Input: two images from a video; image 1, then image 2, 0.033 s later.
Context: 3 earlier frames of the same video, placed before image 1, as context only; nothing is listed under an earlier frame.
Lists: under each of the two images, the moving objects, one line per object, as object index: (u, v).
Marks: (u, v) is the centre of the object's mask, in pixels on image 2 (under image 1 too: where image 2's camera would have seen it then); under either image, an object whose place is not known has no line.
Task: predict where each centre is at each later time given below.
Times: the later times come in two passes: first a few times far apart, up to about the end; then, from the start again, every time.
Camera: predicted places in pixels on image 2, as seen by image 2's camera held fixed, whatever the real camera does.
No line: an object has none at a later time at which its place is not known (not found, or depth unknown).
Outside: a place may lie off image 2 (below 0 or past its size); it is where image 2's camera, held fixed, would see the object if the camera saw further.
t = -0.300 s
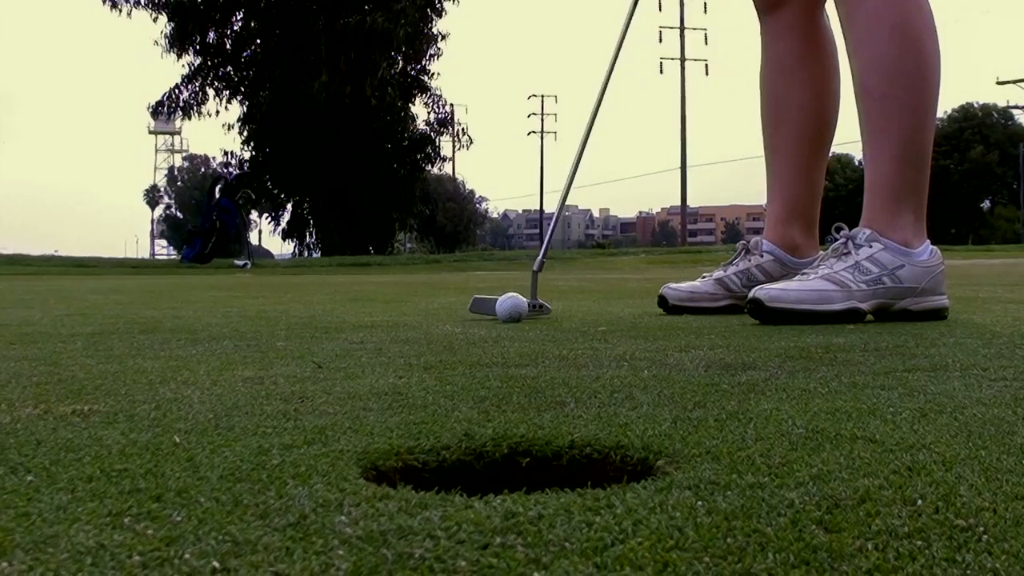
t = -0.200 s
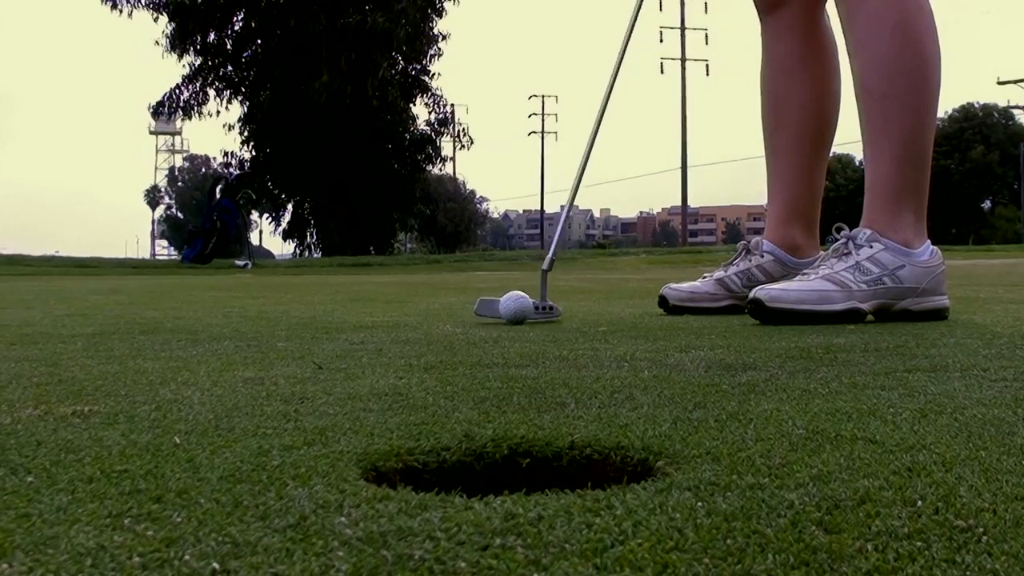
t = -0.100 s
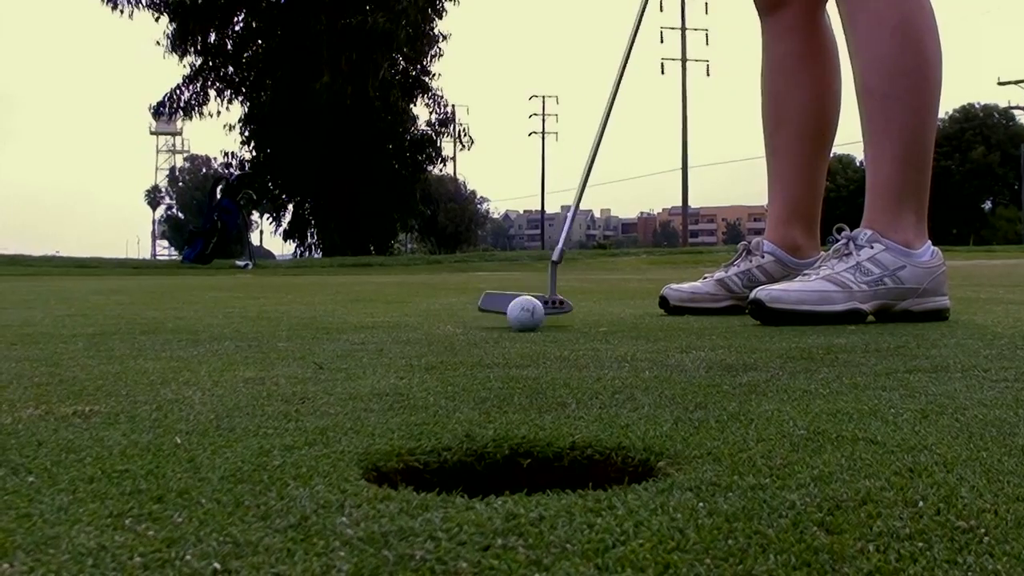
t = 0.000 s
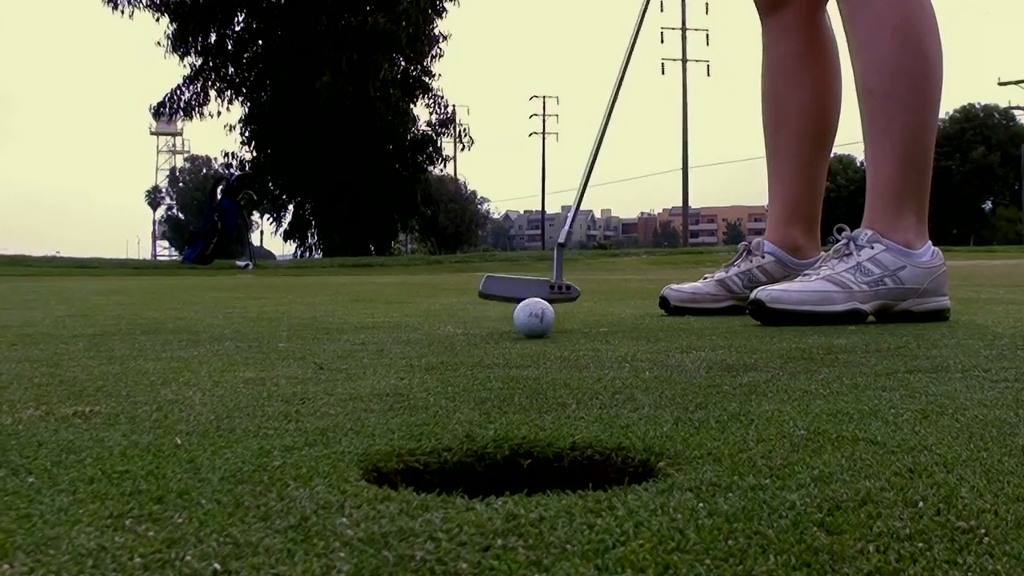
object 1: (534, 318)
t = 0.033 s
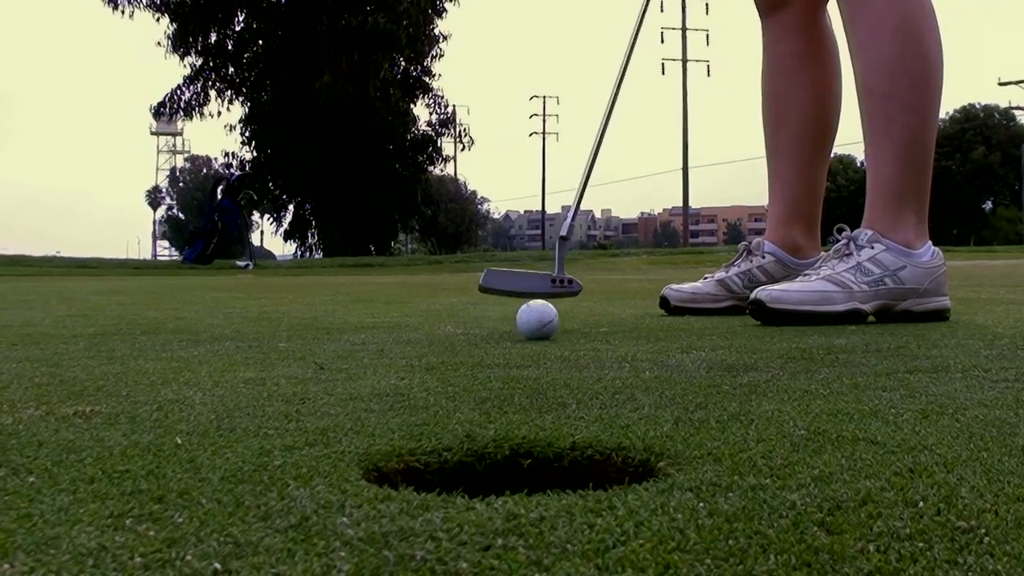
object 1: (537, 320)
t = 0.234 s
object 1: (548, 330)
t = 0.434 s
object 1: (553, 346)
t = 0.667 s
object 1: (535, 373)
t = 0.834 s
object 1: (498, 474)
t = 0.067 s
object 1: (540, 319)
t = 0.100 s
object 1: (542, 323)
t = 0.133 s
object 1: (543, 322)
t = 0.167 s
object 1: (545, 326)
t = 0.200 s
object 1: (547, 327)
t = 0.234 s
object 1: (548, 330)
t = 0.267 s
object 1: (549, 332)
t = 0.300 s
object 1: (550, 336)
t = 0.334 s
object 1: (551, 339)
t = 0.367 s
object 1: (551, 340)
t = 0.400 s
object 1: (552, 343)
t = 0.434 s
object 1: (553, 346)
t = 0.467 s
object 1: (553, 349)
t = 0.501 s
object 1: (552, 352)
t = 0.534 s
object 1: (551, 358)
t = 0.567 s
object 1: (548, 362)
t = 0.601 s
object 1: (545, 364)
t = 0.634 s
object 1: (540, 371)
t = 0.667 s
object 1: (535, 373)
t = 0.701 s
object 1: (529, 379)
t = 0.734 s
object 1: (523, 386)
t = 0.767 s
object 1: (516, 394)
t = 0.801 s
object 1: (508, 432)
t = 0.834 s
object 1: (498, 474)
